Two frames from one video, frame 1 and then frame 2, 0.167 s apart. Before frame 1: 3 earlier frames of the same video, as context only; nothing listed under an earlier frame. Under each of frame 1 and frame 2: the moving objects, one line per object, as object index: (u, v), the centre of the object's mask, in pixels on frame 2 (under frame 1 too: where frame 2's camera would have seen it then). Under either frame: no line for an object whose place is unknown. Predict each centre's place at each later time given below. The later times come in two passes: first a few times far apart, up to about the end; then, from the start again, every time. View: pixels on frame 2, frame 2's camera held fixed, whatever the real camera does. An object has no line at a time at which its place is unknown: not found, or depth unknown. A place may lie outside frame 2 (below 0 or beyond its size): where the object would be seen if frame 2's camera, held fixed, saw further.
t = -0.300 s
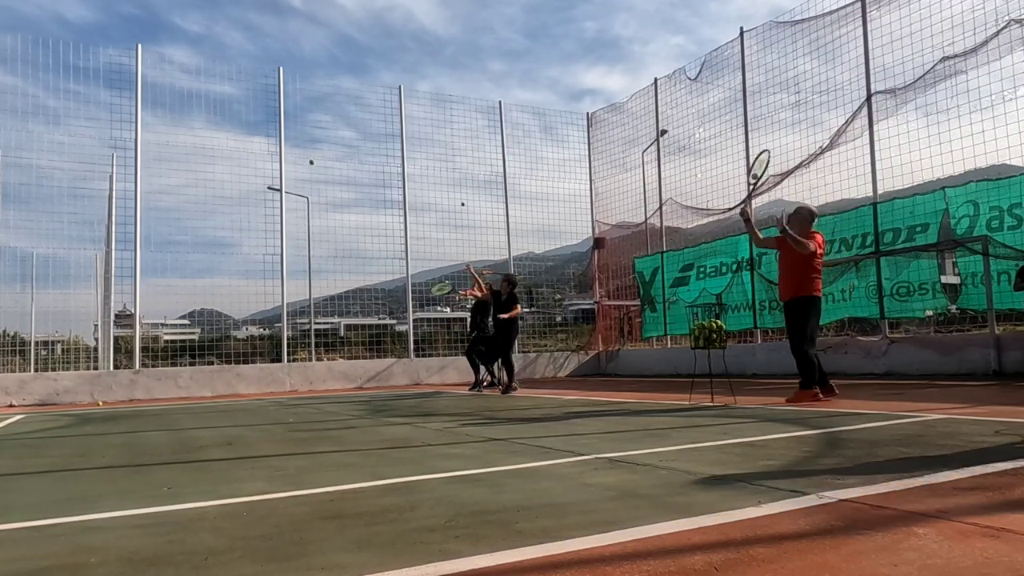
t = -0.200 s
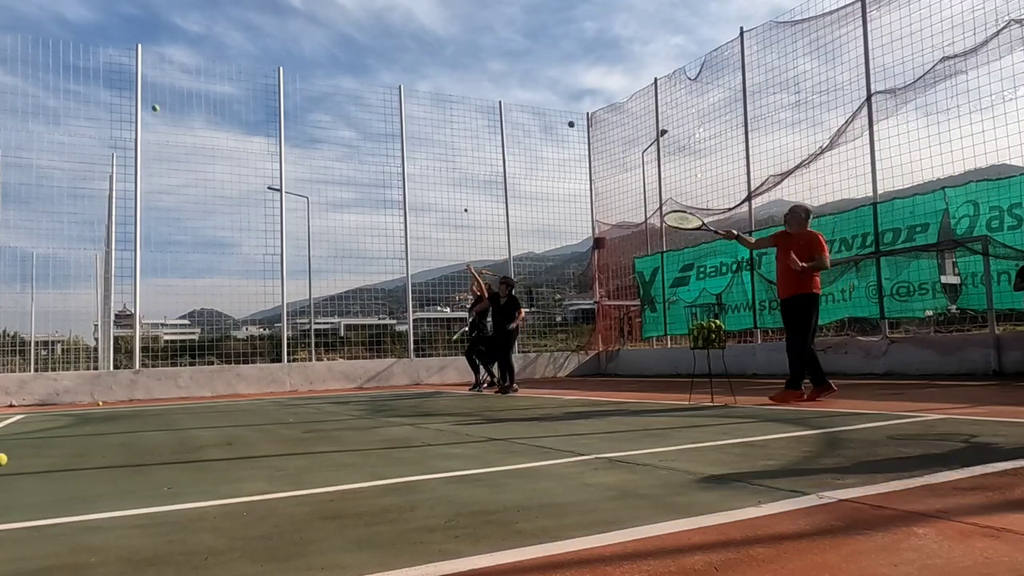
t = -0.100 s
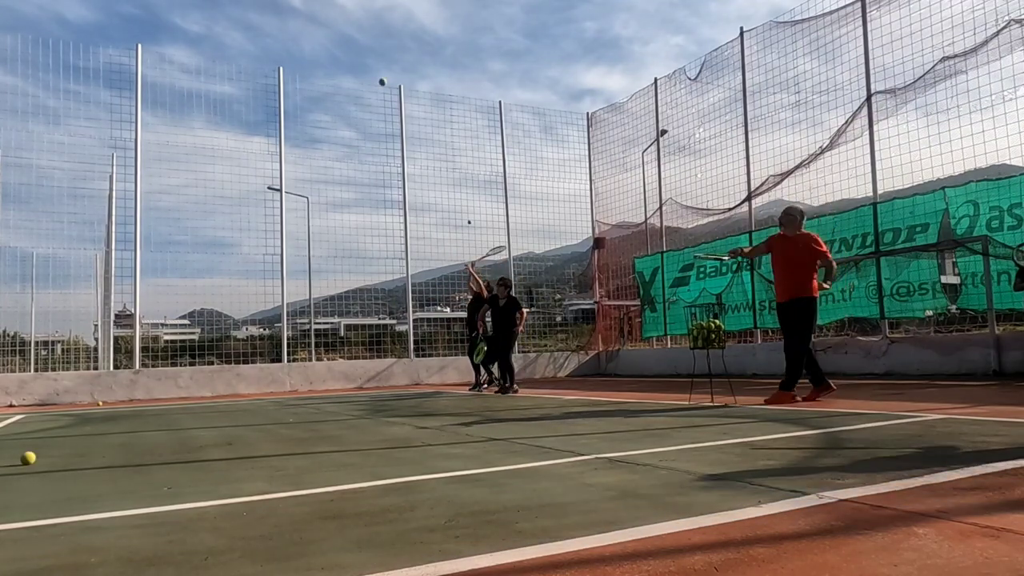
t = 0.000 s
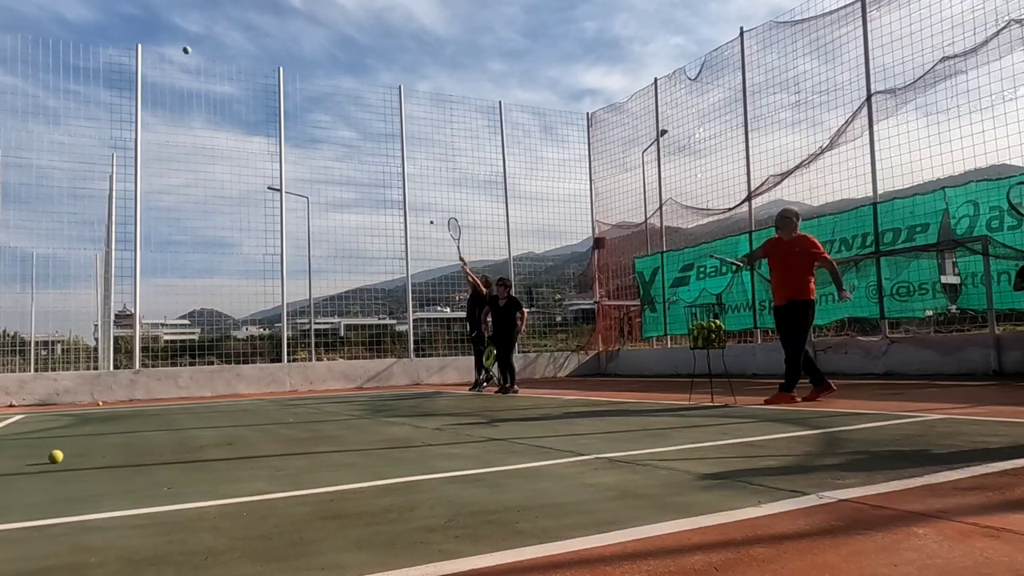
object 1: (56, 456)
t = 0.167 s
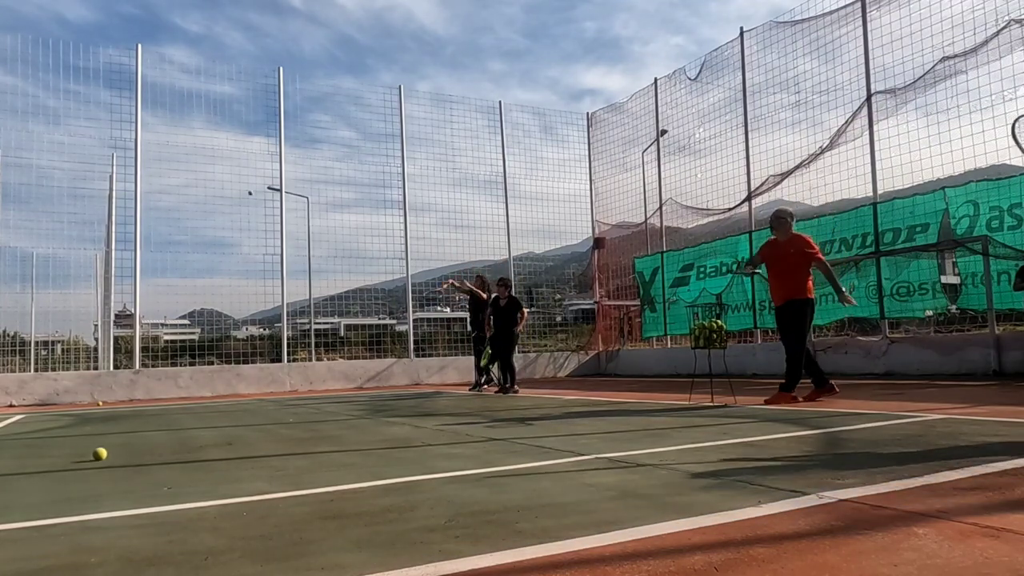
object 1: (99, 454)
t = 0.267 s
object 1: (125, 452)
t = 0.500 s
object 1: (181, 449)
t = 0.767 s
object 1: (241, 447)
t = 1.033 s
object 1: (297, 444)
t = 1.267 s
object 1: (342, 442)
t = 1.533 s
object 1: (391, 440)
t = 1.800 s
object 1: (436, 437)
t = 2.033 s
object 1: (471, 435)
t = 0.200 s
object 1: (108, 453)
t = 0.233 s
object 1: (117, 453)
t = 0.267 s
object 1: (125, 452)
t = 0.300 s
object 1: (133, 452)
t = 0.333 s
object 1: (141, 452)
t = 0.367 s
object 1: (150, 451)
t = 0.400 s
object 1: (158, 451)
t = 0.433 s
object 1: (166, 450)
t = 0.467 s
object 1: (174, 450)
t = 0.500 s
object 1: (181, 449)
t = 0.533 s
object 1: (189, 449)
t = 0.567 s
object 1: (197, 449)
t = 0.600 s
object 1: (204, 449)
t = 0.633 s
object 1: (212, 448)
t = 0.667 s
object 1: (219, 448)
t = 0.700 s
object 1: (227, 447)
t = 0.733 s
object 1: (234, 447)
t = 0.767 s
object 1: (241, 447)
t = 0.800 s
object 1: (248, 447)
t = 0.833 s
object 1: (255, 446)
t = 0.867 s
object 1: (262, 445)
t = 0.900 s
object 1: (269, 445)
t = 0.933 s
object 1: (276, 445)
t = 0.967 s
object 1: (283, 445)
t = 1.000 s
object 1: (290, 445)
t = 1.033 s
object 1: (297, 444)
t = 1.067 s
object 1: (303, 444)
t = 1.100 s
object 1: (310, 443)
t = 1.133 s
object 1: (317, 443)
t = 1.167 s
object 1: (323, 442)
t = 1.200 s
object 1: (329, 442)
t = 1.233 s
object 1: (336, 442)
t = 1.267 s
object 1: (342, 442)
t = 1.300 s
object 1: (348, 441)
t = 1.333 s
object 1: (354, 441)
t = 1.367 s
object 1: (361, 441)
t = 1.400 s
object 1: (367, 441)
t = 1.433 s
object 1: (373, 441)
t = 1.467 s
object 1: (379, 440)
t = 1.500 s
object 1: (385, 440)
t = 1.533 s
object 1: (391, 440)
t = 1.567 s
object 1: (397, 439)
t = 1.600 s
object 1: (402, 439)
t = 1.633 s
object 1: (408, 439)
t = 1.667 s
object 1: (414, 438)
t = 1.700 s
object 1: (419, 438)
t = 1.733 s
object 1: (425, 437)
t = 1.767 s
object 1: (430, 437)
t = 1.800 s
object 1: (436, 437)
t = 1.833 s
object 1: (441, 437)
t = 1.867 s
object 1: (446, 436)
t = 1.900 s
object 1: (451, 436)
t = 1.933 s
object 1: (456, 436)
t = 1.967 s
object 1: (461, 435)
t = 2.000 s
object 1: (466, 435)
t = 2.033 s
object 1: (471, 435)
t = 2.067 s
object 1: (476, 434)
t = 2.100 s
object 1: (481, 434)
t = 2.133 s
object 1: (485, 434)
